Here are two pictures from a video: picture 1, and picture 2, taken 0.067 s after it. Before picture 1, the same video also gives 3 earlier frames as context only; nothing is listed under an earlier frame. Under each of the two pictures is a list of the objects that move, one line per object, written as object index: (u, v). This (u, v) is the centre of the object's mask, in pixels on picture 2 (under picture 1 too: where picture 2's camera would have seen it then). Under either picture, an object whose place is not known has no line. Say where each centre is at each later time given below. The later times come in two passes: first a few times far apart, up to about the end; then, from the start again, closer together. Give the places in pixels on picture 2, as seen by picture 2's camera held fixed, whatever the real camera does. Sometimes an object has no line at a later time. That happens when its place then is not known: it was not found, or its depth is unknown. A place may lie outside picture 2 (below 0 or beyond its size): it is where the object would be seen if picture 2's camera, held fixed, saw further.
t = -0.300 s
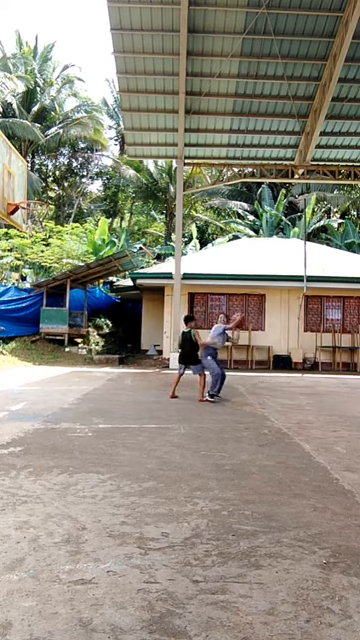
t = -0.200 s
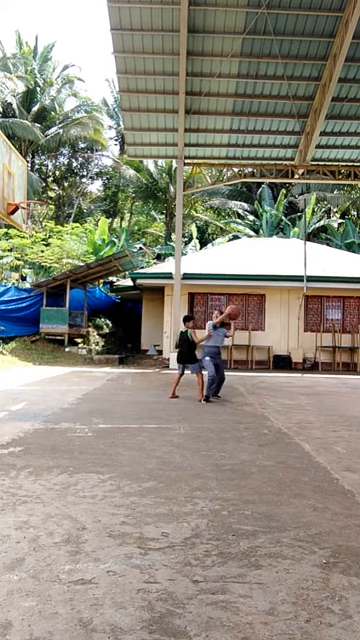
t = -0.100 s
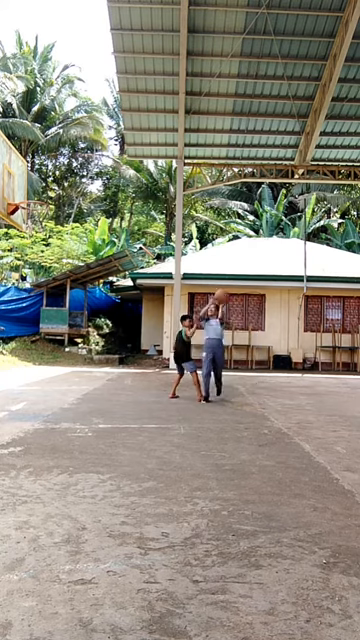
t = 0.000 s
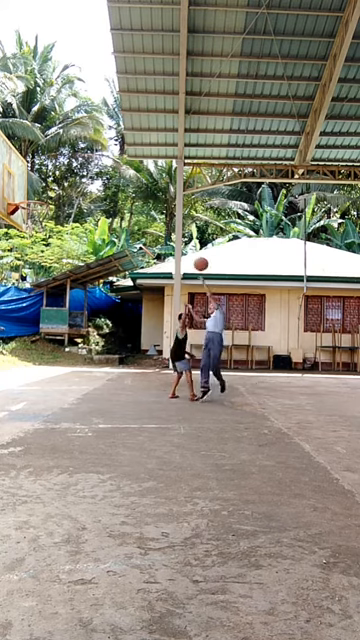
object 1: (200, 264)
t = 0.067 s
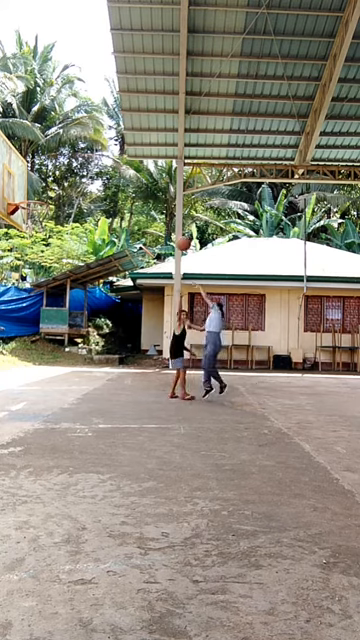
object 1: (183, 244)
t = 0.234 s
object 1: (140, 206)
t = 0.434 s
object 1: (89, 186)
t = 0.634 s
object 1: (40, 191)
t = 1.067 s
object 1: (43, 212)
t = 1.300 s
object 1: (58, 253)
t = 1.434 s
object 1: (66, 288)
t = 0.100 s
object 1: (174, 234)
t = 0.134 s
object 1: (166, 226)
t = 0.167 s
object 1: (157, 218)
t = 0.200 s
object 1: (149, 212)
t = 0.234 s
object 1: (140, 206)
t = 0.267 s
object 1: (131, 201)
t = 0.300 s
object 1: (123, 197)
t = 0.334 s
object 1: (114, 193)
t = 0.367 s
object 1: (106, 189)
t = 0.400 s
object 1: (98, 187)
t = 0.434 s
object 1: (89, 186)
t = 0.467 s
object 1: (81, 184)
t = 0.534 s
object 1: (65, 184)
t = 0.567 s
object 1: (57, 186)
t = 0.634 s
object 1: (40, 191)
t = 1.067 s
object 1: (43, 212)
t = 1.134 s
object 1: (49, 221)
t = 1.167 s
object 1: (50, 225)
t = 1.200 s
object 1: (52, 232)
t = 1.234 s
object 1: (54, 238)
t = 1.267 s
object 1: (56, 245)
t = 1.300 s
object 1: (58, 253)
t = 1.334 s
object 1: (60, 261)
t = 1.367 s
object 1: (62, 269)
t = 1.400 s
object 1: (64, 279)
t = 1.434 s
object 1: (66, 288)
